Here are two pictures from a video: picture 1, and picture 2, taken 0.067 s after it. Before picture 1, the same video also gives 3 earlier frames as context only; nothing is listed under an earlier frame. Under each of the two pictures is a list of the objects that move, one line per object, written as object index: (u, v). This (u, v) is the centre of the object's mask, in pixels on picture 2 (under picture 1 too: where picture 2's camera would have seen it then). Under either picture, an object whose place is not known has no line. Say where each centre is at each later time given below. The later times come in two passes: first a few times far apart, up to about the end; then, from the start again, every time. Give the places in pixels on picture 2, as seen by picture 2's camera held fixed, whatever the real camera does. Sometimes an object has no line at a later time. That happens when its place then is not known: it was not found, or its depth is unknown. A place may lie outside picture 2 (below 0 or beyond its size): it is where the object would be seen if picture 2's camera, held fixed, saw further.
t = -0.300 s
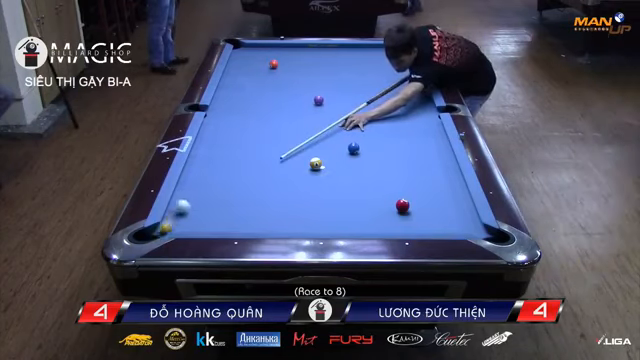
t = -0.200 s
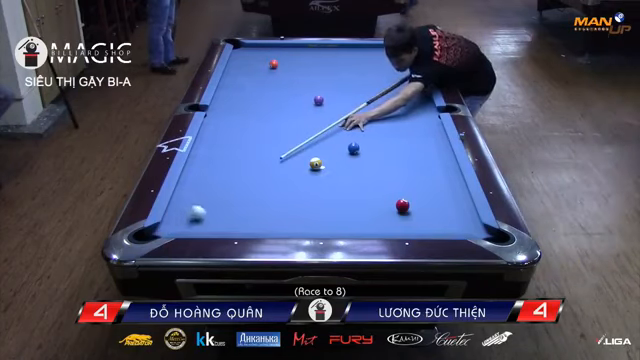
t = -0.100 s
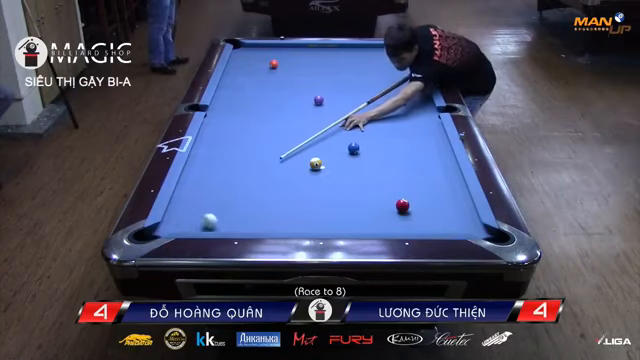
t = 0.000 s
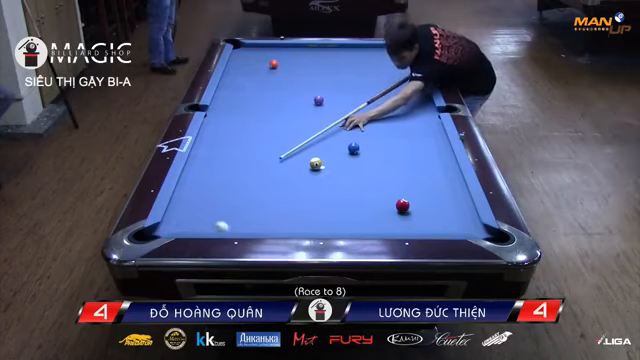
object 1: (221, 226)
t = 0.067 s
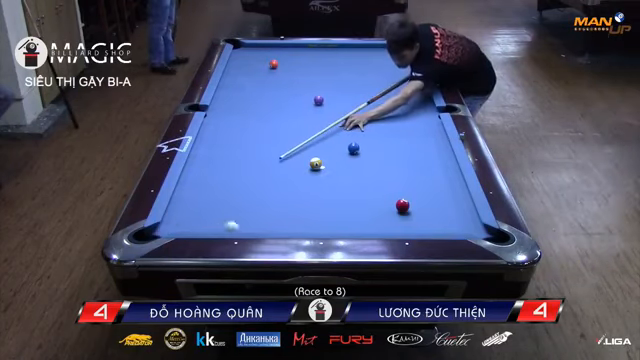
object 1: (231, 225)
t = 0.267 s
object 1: (260, 221)
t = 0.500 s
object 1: (293, 211)
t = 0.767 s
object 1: (326, 201)
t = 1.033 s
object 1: (357, 192)
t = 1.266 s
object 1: (382, 185)
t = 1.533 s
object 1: (409, 177)
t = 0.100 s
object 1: (236, 225)
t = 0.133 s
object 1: (241, 224)
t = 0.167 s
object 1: (245, 224)
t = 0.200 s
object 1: (251, 223)
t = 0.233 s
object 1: (255, 222)
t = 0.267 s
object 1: (260, 221)
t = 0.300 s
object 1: (265, 220)
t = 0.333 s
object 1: (270, 218)
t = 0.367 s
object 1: (274, 217)
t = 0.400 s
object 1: (279, 215)
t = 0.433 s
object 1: (284, 214)
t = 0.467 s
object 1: (288, 212)
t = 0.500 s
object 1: (293, 211)
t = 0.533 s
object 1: (297, 210)
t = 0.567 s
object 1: (301, 209)
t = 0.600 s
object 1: (306, 207)
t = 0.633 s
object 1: (310, 206)
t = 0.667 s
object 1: (314, 204)
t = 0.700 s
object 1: (318, 203)
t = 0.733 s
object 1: (322, 202)
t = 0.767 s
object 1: (326, 201)
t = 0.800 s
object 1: (330, 200)
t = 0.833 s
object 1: (334, 199)
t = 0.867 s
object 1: (338, 198)
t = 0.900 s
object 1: (342, 197)
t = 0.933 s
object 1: (346, 196)
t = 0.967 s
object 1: (350, 194)
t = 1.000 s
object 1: (354, 193)
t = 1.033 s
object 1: (357, 192)
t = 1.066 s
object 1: (361, 191)
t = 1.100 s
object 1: (365, 190)
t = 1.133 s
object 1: (369, 189)
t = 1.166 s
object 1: (372, 188)
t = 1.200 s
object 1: (376, 187)
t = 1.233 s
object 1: (379, 186)
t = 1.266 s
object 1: (382, 185)
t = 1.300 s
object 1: (386, 184)
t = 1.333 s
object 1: (390, 183)
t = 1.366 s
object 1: (393, 182)
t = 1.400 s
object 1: (396, 181)
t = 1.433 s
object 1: (400, 180)
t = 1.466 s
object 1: (403, 179)
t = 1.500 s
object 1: (406, 178)
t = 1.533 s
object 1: (409, 177)
